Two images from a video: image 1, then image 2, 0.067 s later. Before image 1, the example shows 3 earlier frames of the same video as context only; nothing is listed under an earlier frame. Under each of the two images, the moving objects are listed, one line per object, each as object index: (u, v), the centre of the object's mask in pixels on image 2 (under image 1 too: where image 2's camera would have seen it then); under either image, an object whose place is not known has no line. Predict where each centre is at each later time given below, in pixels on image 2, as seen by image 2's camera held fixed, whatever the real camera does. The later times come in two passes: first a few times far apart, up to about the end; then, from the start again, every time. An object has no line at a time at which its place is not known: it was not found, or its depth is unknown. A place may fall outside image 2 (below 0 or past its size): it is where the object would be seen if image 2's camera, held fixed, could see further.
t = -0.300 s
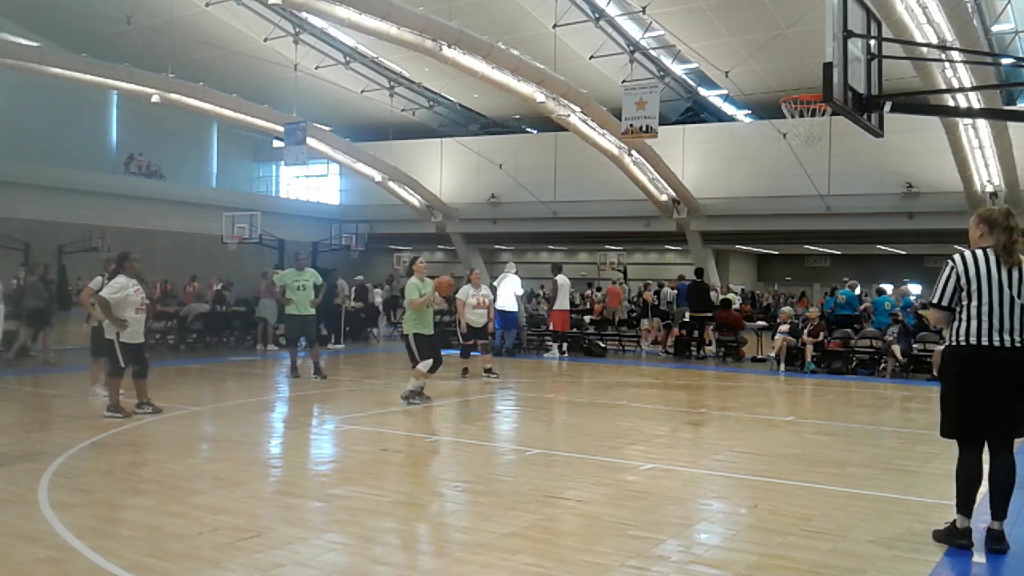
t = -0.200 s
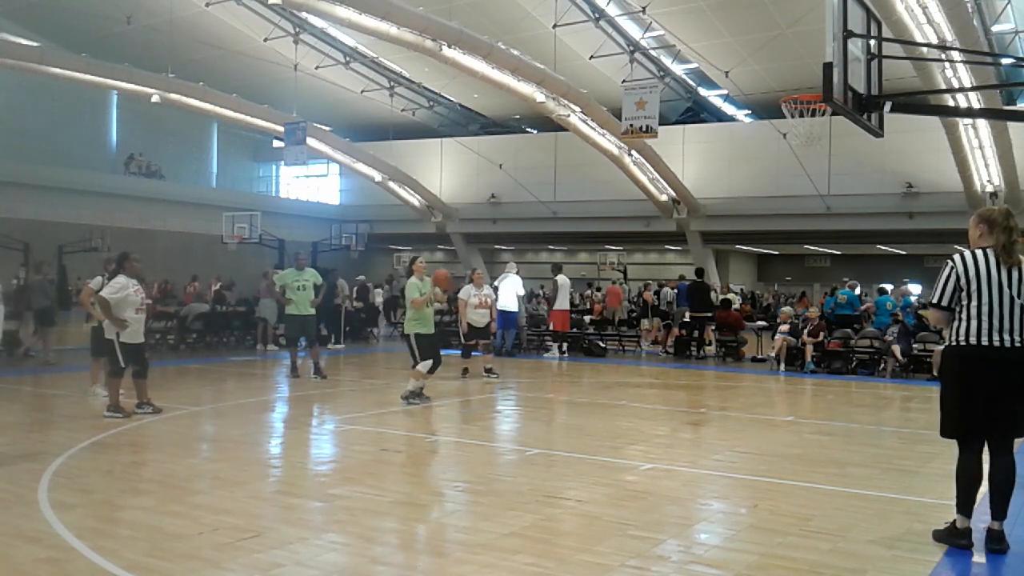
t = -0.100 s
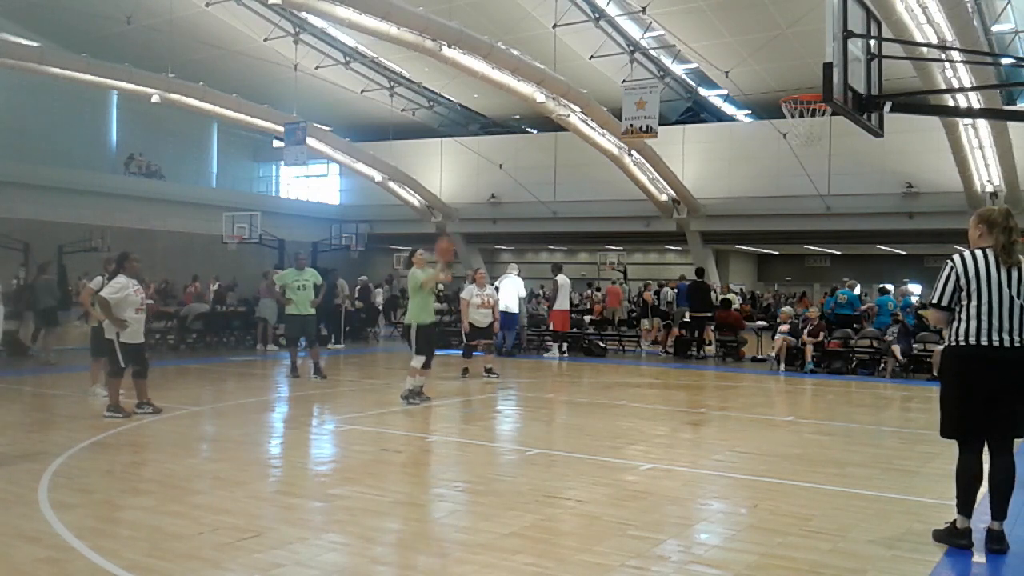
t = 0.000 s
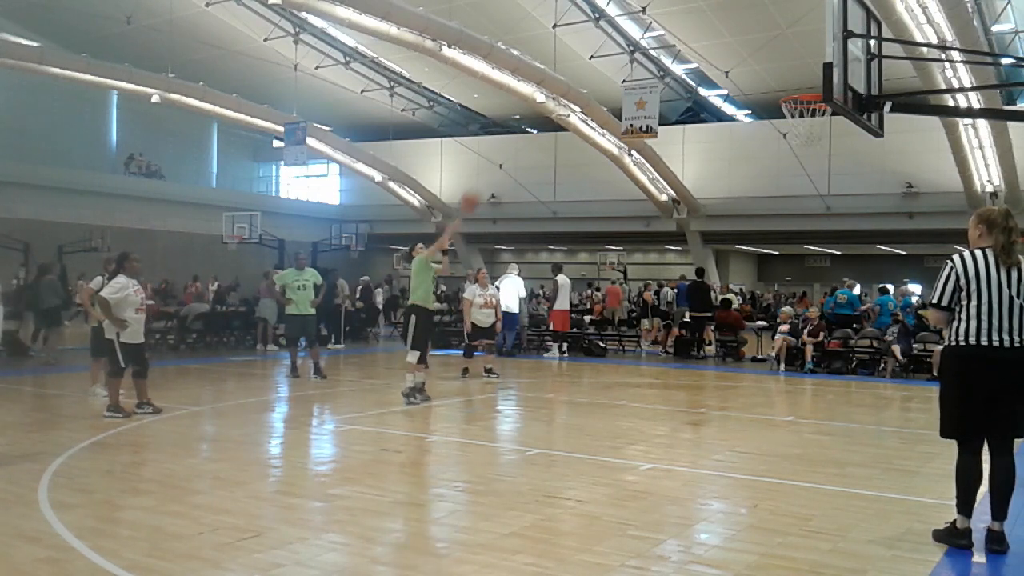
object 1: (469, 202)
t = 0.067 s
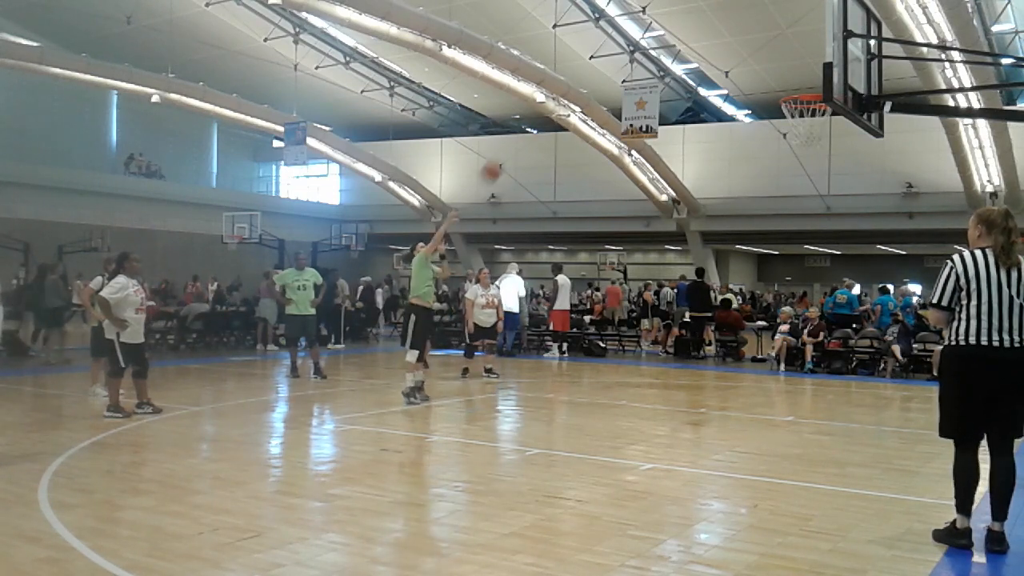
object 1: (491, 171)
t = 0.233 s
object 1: (546, 111)
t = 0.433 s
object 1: (623, 62)
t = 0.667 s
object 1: (718, 52)
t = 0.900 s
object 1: (813, 88)
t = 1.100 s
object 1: (796, 65)
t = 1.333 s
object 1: (760, 68)
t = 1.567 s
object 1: (725, 124)
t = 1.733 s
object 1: (700, 195)
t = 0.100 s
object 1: (502, 158)
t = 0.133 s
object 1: (513, 144)
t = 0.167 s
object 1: (524, 131)
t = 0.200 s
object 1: (537, 120)
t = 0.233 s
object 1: (546, 111)
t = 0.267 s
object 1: (561, 98)
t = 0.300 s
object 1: (572, 91)
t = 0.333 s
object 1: (585, 82)
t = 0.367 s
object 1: (597, 75)
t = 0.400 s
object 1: (609, 69)
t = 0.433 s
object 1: (623, 62)
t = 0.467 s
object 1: (635, 58)
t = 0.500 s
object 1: (648, 56)
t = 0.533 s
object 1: (662, 53)
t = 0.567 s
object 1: (676, 50)
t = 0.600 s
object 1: (690, 50)
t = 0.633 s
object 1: (704, 50)
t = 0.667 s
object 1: (718, 52)
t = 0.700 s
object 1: (734, 56)
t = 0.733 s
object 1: (749, 61)
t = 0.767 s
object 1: (763, 66)
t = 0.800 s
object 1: (779, 73)
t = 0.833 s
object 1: (794, 79)
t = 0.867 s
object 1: (810, 86)
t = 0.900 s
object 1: (813, 88)
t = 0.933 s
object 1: (816, 88)
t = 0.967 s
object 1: (814, 86)
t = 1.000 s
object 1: (811, 81)
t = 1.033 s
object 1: (807, 75)
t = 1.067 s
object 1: (802, 69)
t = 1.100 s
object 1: (796, 65)
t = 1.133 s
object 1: (791, 62)
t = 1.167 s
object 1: (786, 61)
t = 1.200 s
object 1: (780, 60)
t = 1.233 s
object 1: (775, 60)
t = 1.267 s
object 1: (770, 62)
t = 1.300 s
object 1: (765, 64)
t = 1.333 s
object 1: (760, 68)
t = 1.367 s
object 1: (755, 73)
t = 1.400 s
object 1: (750, 78)
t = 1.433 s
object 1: (745, 86)
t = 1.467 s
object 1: (740, 94)
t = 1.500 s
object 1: (736, 101)
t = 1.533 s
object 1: (728, 114)
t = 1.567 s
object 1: (725, 124)
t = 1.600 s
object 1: (720, 136)
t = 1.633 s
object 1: (715, 149)
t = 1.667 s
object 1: (710, 162)
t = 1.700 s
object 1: (706, 177)
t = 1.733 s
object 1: (700, 195)
